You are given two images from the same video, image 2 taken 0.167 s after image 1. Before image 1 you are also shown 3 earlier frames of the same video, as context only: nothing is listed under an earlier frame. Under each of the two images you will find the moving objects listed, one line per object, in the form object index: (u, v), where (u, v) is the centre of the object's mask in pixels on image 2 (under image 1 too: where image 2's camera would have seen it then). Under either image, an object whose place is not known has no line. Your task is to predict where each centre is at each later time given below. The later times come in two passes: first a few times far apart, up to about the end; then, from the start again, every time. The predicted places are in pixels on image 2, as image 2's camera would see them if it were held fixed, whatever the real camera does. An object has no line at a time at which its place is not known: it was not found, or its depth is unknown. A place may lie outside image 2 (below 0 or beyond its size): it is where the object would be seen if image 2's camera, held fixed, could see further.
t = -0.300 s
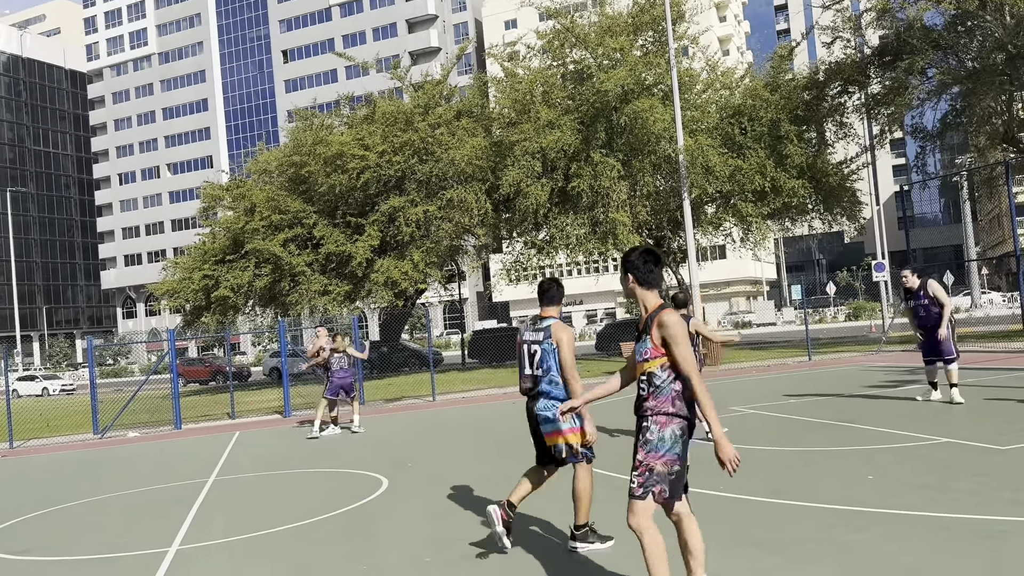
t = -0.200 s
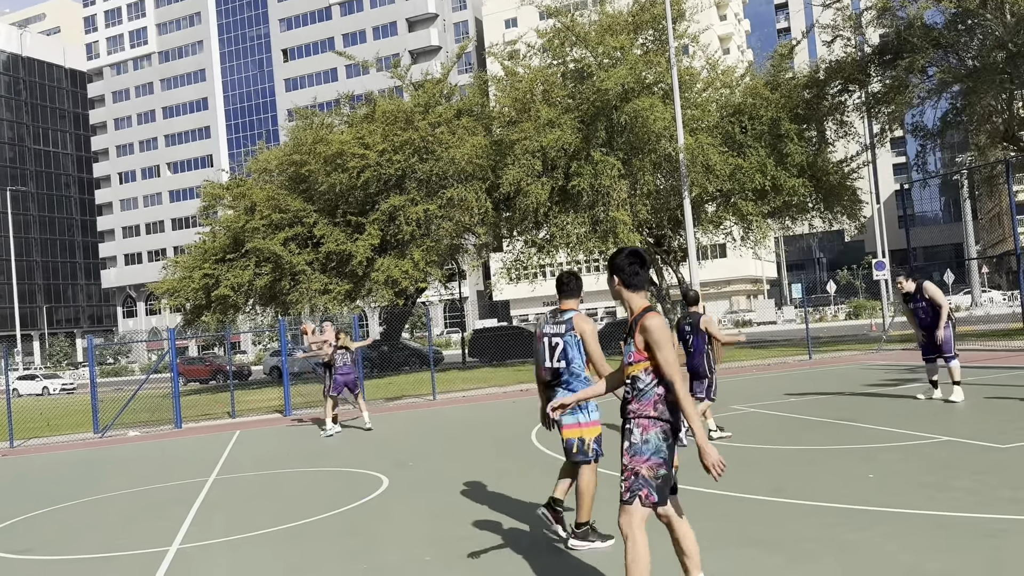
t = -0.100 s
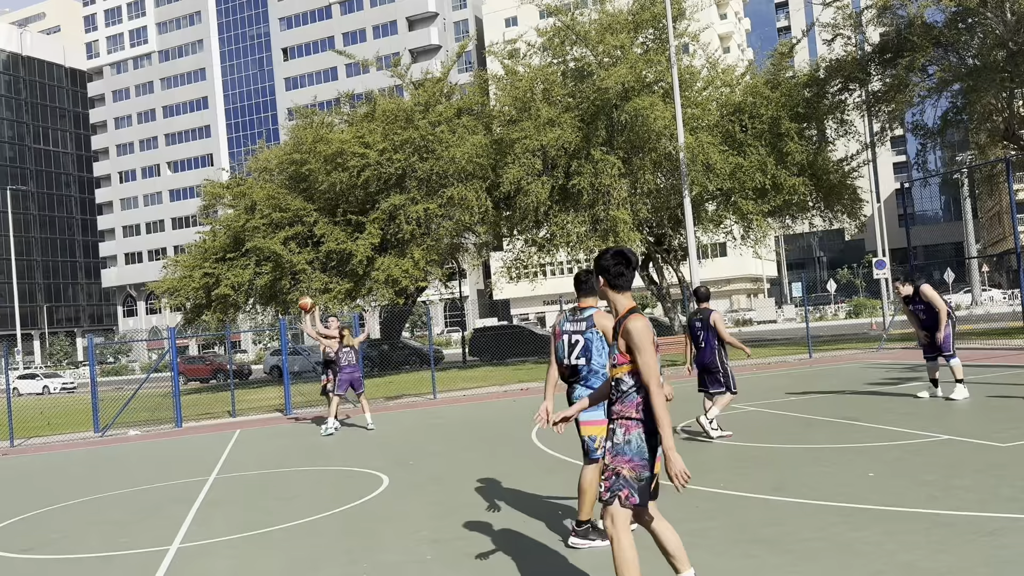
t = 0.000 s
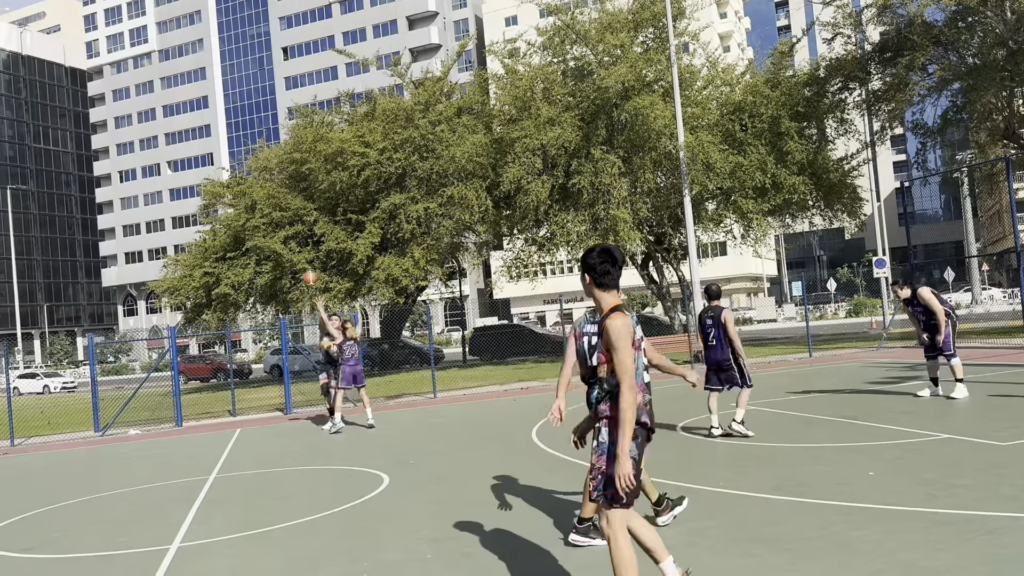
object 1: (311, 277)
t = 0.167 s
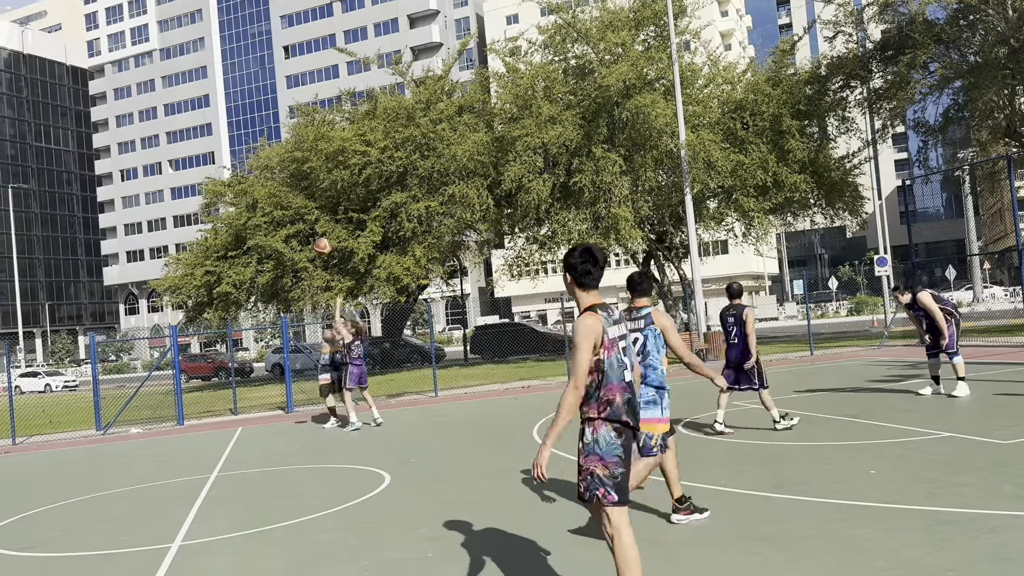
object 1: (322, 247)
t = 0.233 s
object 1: (327, 238)
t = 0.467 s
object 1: (354, 229)
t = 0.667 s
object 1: (390, 265)
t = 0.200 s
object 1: (324, 242)
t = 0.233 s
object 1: (327, 238)
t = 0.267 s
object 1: (331, 234)
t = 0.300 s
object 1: (334, 231)
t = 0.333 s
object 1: (338, 229)
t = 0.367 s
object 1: (341, 228)
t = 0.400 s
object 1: (345, 228)
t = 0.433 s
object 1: (350, 228)
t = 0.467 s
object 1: (354, 229)
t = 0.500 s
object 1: (358, 232)
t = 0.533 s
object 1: (364, 236)
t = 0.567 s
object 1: (370, 240)
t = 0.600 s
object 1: (376, 246)
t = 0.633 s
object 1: (382, 255)
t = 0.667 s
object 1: (390, 265)
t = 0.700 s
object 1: (399, 278)
